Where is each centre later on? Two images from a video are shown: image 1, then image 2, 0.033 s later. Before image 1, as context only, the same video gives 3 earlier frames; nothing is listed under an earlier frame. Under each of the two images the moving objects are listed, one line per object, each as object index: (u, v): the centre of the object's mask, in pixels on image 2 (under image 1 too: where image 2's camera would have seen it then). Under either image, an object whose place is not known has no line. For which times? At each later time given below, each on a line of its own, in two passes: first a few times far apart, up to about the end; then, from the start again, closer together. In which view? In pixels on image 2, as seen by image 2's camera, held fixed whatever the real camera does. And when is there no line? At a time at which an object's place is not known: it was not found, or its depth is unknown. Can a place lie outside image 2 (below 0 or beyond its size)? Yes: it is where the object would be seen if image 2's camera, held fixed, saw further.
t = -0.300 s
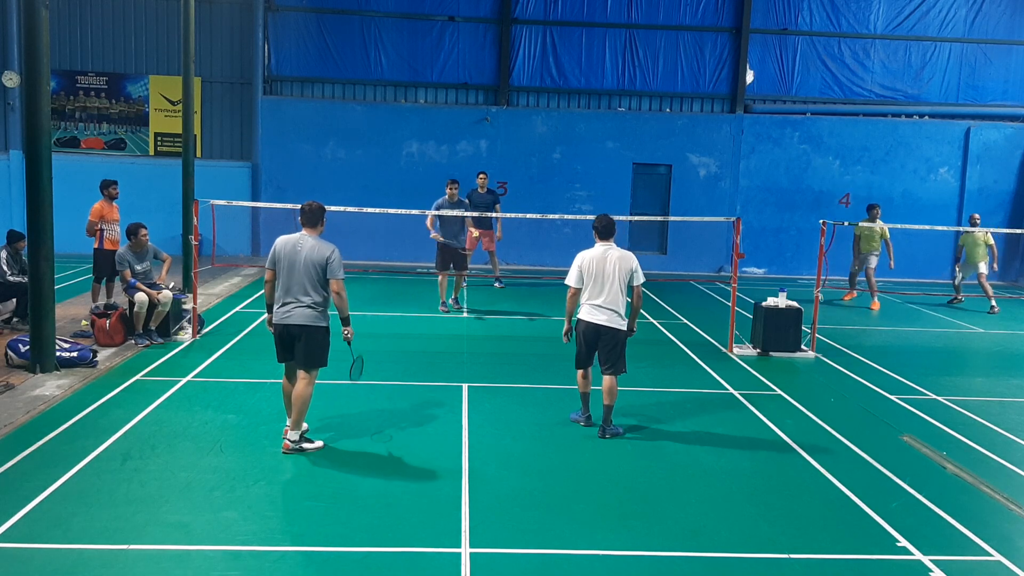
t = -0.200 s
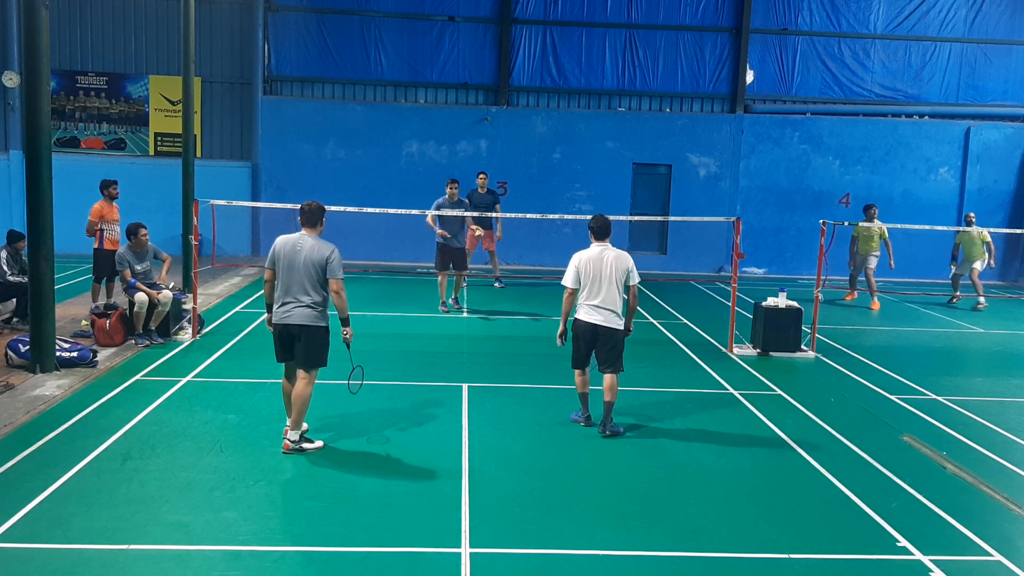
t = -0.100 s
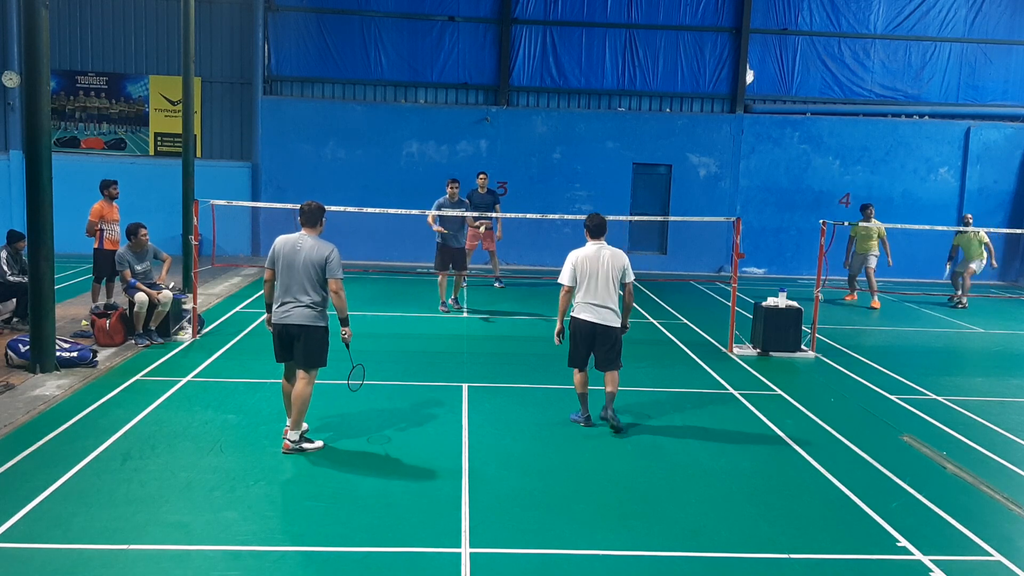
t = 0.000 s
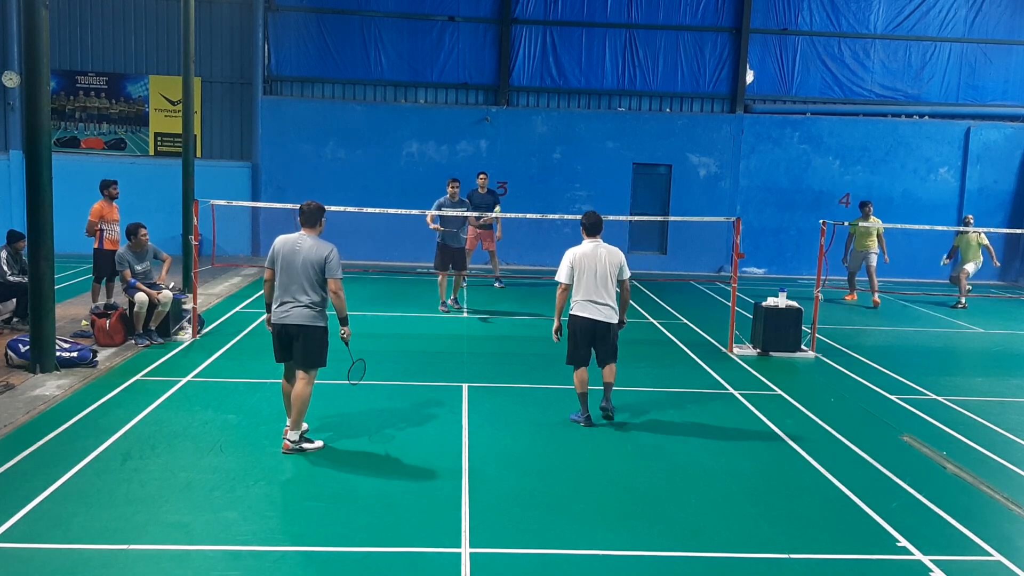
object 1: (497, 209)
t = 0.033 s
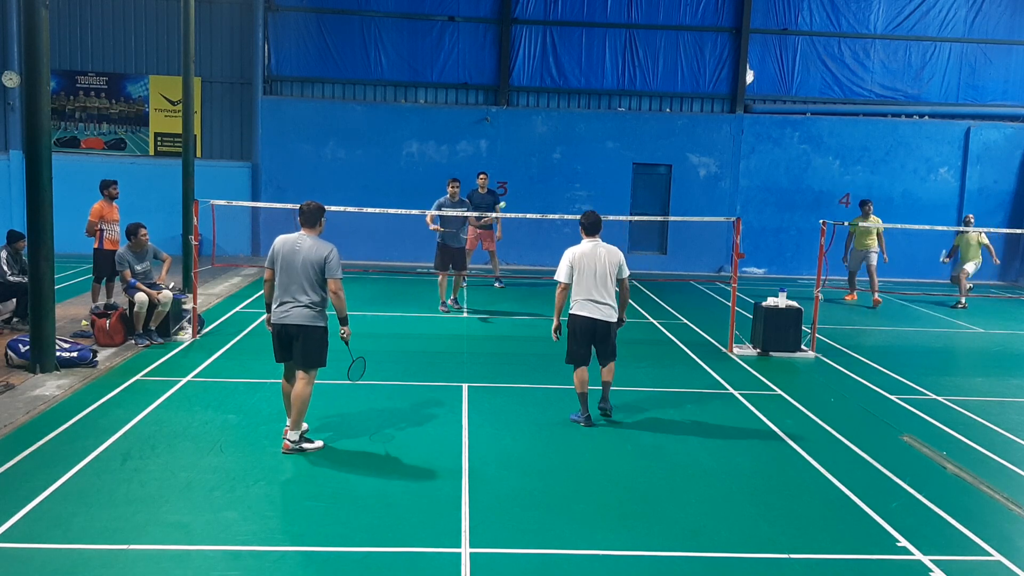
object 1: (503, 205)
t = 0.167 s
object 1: (518, 195)
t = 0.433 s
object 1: (551, 222)
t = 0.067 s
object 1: (506, 201)
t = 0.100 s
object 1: (510, 198)
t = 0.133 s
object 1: (514, 196)
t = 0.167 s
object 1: (518, 195)
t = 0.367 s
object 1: (543, 209)
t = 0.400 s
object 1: (546, 214)
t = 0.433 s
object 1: (551, 222)
